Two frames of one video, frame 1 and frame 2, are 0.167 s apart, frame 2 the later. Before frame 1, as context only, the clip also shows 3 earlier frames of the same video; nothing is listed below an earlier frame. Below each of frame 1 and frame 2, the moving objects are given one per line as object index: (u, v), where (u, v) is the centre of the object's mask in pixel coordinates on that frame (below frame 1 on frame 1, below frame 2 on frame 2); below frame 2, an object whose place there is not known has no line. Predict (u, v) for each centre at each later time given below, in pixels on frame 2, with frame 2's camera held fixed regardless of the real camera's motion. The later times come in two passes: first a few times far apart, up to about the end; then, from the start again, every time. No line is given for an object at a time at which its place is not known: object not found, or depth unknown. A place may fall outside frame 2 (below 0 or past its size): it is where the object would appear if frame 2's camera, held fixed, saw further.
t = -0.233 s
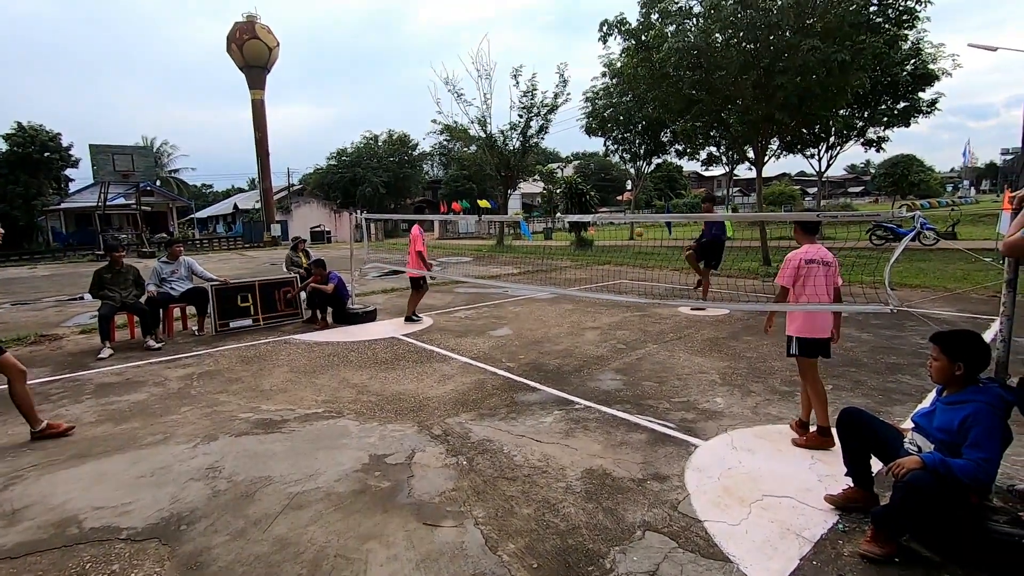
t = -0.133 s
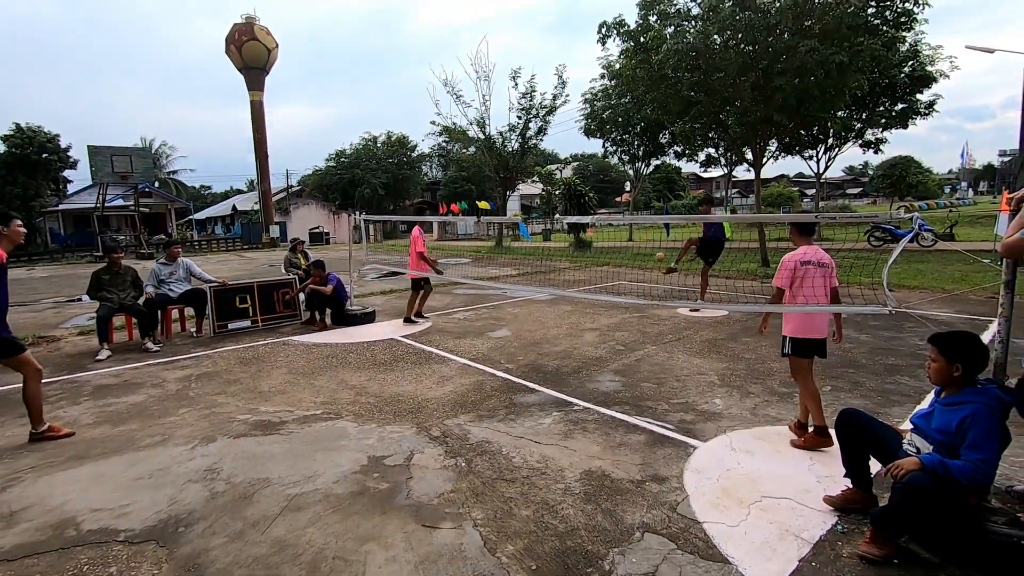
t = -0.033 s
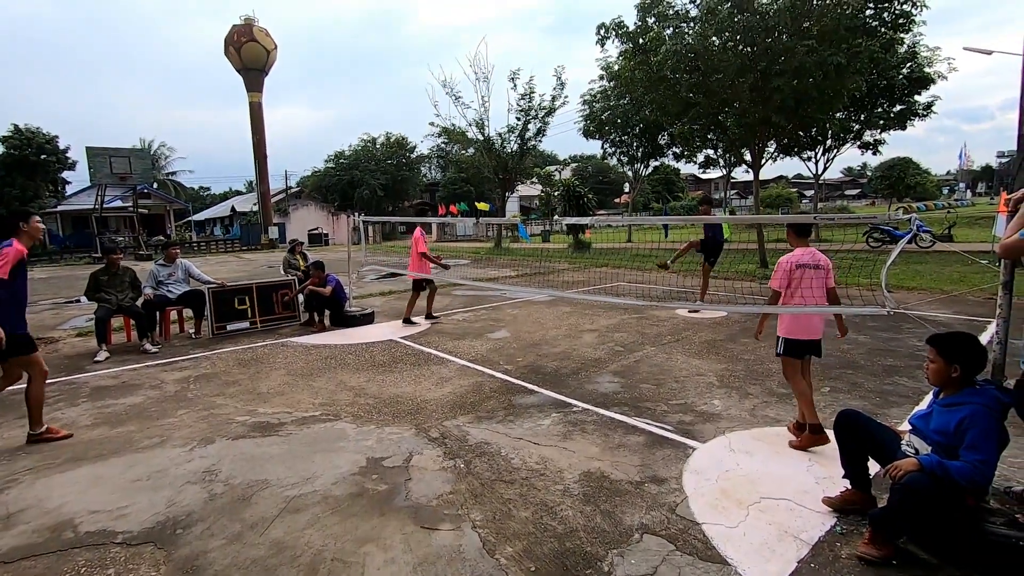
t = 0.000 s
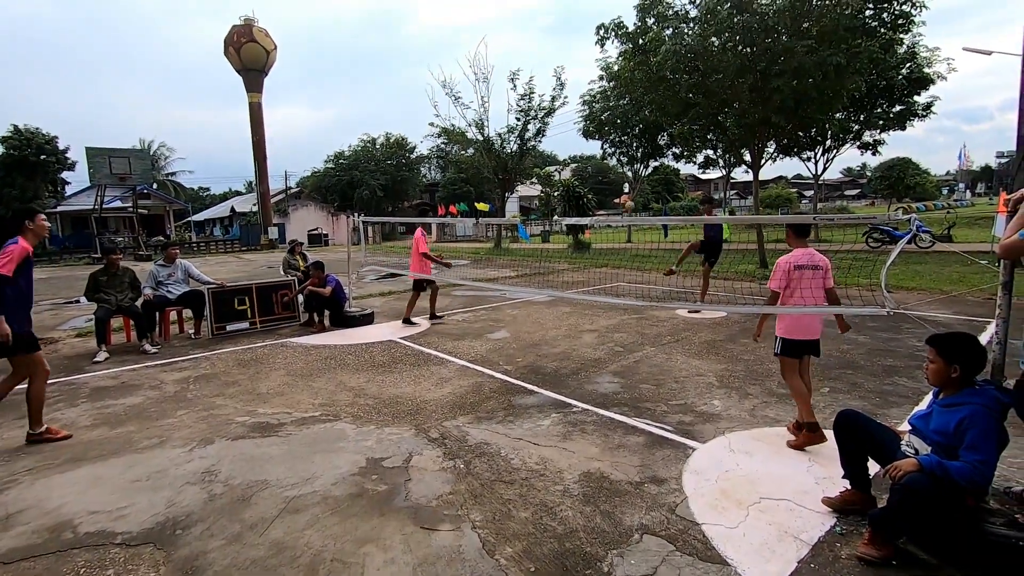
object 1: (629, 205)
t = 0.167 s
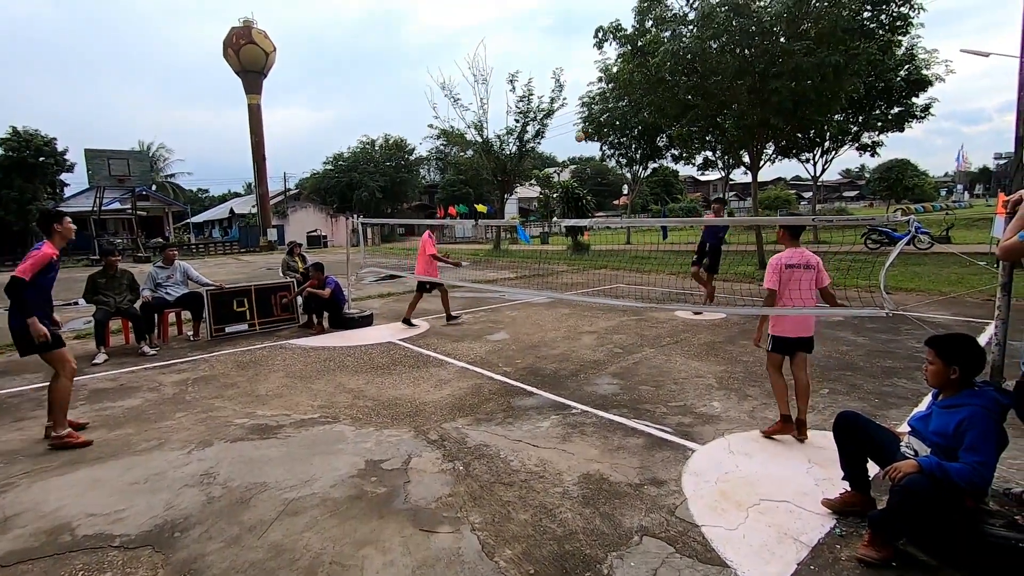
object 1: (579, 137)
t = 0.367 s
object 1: (515, 73)
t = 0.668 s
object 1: (413, 29)
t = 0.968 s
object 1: (302, 62)
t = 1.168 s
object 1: (226, 131)
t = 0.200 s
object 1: (569, 125)
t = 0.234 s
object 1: (559, 114)
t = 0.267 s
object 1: (549, 102)
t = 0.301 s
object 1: (537, 92)
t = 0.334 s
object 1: (527, 82)
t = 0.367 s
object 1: (515, 73)
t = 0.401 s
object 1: (505, 65)
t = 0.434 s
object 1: (494, 58)
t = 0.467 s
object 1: (482, 51)
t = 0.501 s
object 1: (471, 45)
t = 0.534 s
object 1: (460, 40)
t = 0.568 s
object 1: (448, 36)
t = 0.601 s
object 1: (436, 33)
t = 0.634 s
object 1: (424, 31)
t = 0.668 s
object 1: (413, 29)
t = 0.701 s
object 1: (401, 29)
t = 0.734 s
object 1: (389, 30)
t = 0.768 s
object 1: (377, 31)
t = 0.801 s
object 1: (364, 33)
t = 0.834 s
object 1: (352, 37)
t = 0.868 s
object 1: (340, 42)
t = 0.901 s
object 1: (327, 47)
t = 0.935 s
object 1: (315, 54)
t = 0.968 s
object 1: (302, 62)
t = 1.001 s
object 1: (289, 70)
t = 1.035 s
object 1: (277, 81)
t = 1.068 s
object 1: (264, 91)
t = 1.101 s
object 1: (252, 103)
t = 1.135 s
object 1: (238, 117)
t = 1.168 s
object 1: (226, 131)
